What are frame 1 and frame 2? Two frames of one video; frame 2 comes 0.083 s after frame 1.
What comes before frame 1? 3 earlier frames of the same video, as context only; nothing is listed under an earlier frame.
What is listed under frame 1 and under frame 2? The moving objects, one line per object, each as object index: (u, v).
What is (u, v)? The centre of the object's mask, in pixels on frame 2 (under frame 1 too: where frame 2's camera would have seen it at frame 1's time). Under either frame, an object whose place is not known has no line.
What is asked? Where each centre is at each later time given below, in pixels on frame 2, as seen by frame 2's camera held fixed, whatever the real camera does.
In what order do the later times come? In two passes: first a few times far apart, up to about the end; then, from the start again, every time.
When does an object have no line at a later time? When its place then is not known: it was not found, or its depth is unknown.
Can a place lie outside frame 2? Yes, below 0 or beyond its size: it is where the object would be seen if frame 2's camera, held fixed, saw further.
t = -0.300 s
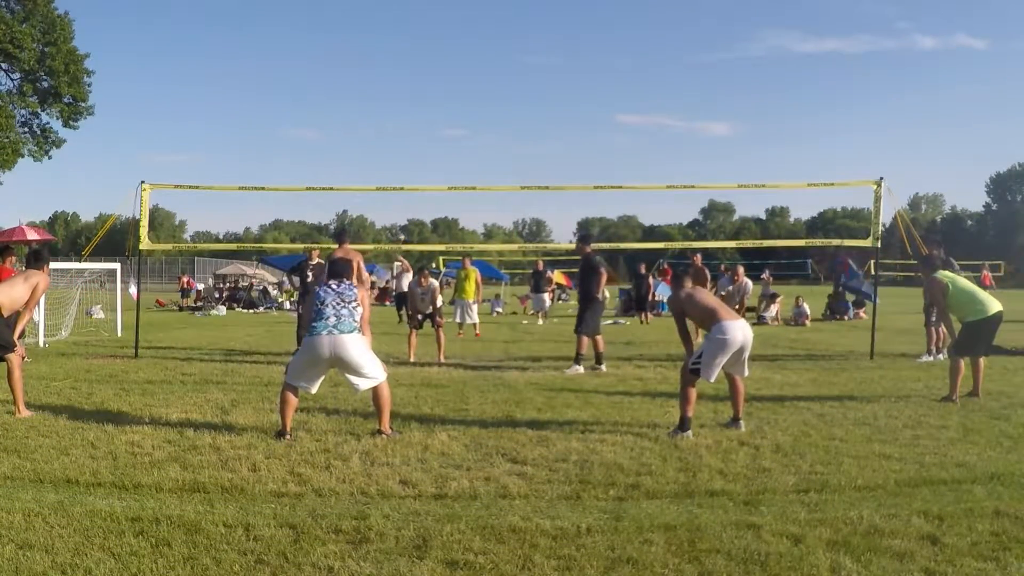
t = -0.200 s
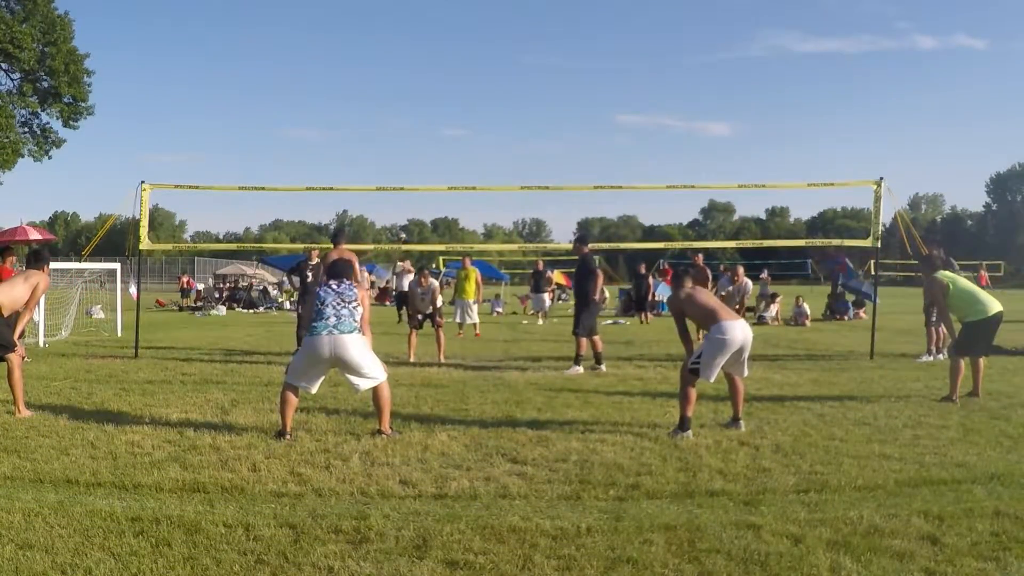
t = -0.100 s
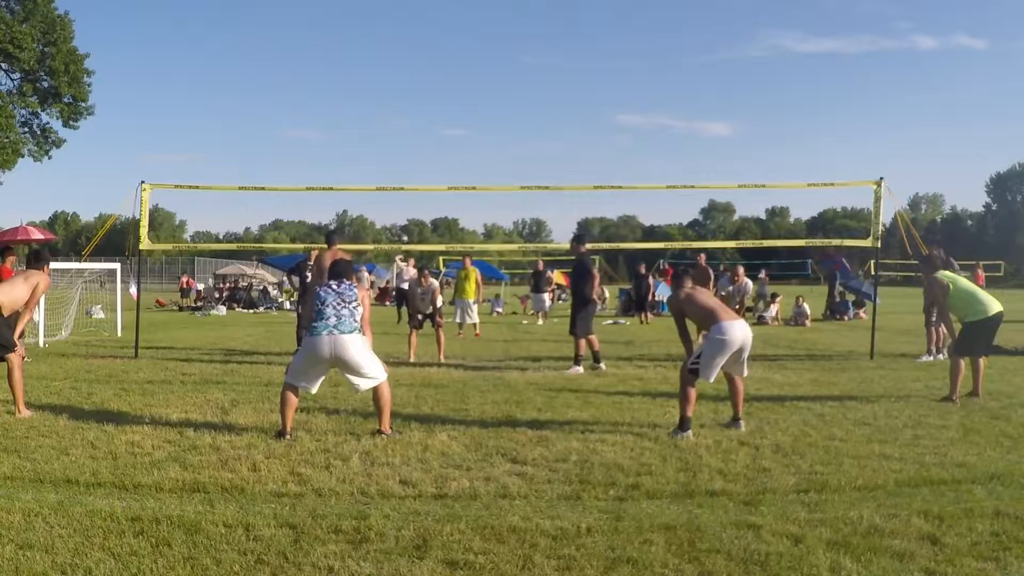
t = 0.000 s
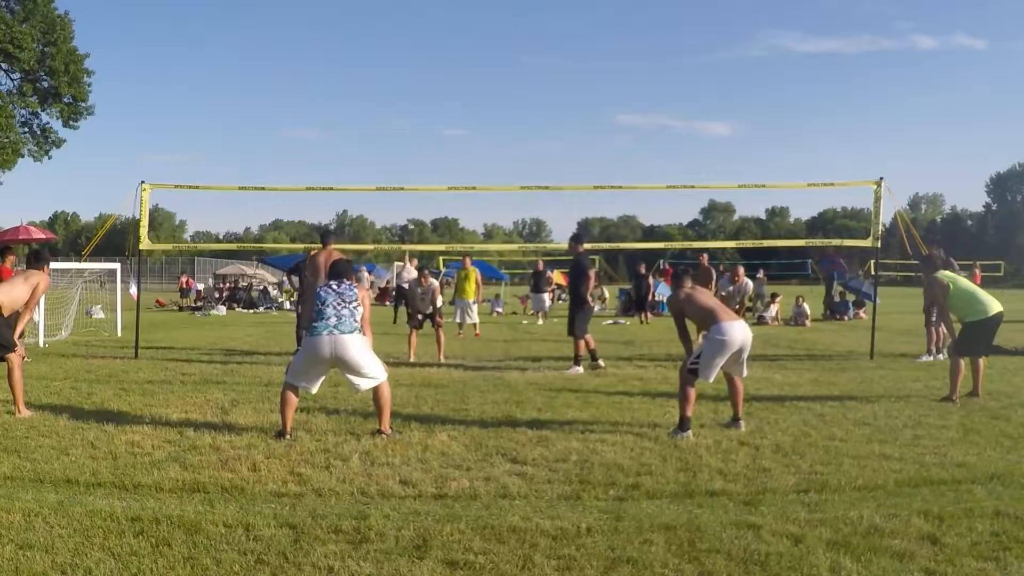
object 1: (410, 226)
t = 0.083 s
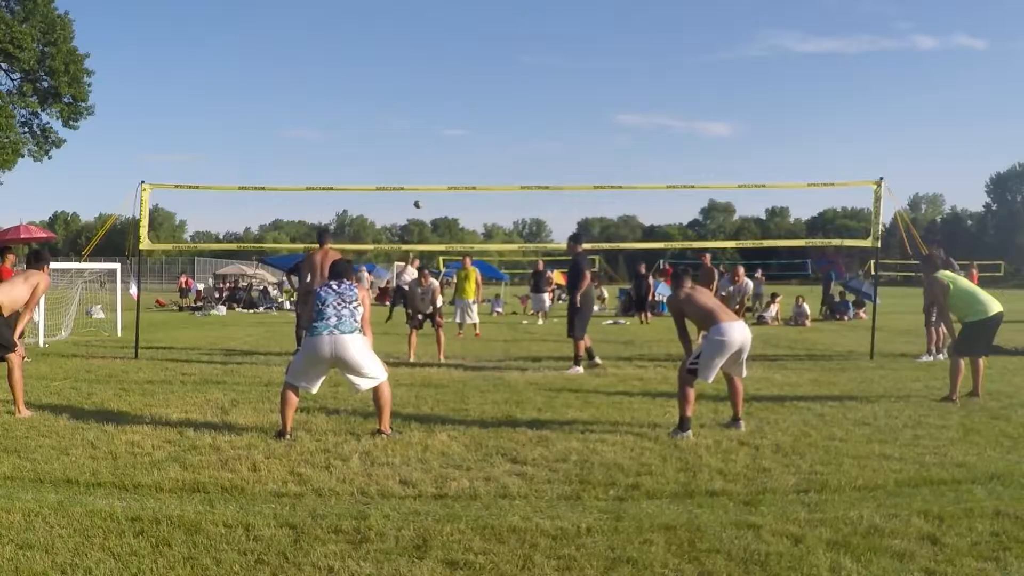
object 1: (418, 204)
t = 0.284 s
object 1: (443, 153)
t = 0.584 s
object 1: (486, 98)
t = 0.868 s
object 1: (546, 86)
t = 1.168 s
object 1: (656, 147)
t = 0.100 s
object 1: (419, 200)
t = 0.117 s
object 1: (422, 196)
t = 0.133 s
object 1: (423, 193)
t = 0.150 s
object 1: (424, 184)
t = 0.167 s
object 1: (427, 182)
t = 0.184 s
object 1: (430, 178)
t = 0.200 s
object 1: (432, 173)
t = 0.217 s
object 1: (433, 169)
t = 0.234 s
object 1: (436, 165)
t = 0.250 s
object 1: (438, 161)
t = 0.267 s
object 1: (440, 157)
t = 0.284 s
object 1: (443, 153)
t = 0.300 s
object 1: (445, 149)
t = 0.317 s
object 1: (447, 145)
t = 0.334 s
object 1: (449, 142)
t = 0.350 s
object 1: (451, 138)
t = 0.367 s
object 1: (453, 134)
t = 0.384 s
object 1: (455, 131)
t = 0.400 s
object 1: (457, 128)
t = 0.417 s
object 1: (460, 125)
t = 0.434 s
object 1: (462, 121)
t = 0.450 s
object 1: (465, 119)
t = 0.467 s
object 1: (467, 116)
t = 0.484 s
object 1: (470, 113)
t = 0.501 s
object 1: (472, 110)
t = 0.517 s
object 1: (475, 108)
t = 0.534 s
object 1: (478, 105)
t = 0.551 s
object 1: (480, 103)
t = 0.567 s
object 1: (483, 100)
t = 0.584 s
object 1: (486, 98)
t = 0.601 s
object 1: (489, 96)
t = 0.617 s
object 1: (492, 94)
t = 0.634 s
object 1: (495, 93)
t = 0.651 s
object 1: (498, 91)
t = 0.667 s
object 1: (502, 90)
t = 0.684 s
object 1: (505, 89)
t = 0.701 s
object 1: (508, 88)
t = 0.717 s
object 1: (511, 87)
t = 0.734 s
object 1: (515, 86)
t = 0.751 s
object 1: (518, 86)
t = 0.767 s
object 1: (522, 85)
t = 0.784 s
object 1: (525, 85)
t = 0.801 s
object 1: (530, 85)
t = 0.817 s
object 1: (534, 85)
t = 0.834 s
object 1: (537, 85)
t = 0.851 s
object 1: (542, 86)
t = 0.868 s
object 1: (546, 86)
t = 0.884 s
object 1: (551, 87)
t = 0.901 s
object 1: (555, 88)
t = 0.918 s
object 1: (560, 89)
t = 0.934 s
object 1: (565, 91)
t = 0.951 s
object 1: (570, 92)
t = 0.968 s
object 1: (575, 94)
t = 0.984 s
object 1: (581, 97)
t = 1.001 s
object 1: (587, 99)
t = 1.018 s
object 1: (593, 103)
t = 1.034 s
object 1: (599, 106)
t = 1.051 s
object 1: (605, 110)
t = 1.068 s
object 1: (612, 114)
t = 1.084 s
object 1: (619, 118)
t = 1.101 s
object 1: (626, 123)
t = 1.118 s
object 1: (633, 128)
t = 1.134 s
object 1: (640, 134)
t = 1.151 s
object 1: (648, 141)
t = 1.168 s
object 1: (656, 147)
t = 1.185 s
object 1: (664, 155)
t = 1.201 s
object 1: (672, 163)
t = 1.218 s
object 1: (681, 172)
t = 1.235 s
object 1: (689, 181)
